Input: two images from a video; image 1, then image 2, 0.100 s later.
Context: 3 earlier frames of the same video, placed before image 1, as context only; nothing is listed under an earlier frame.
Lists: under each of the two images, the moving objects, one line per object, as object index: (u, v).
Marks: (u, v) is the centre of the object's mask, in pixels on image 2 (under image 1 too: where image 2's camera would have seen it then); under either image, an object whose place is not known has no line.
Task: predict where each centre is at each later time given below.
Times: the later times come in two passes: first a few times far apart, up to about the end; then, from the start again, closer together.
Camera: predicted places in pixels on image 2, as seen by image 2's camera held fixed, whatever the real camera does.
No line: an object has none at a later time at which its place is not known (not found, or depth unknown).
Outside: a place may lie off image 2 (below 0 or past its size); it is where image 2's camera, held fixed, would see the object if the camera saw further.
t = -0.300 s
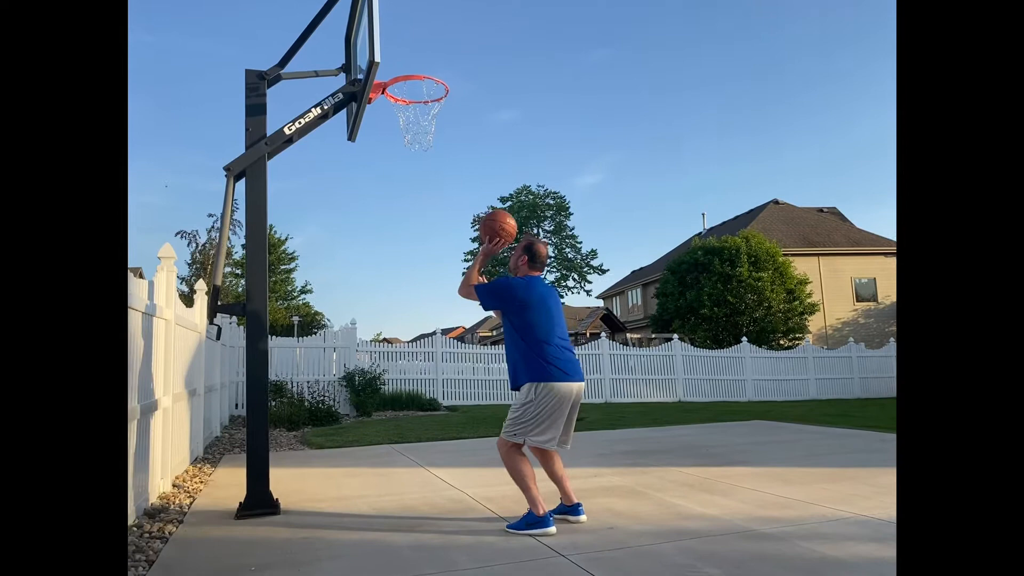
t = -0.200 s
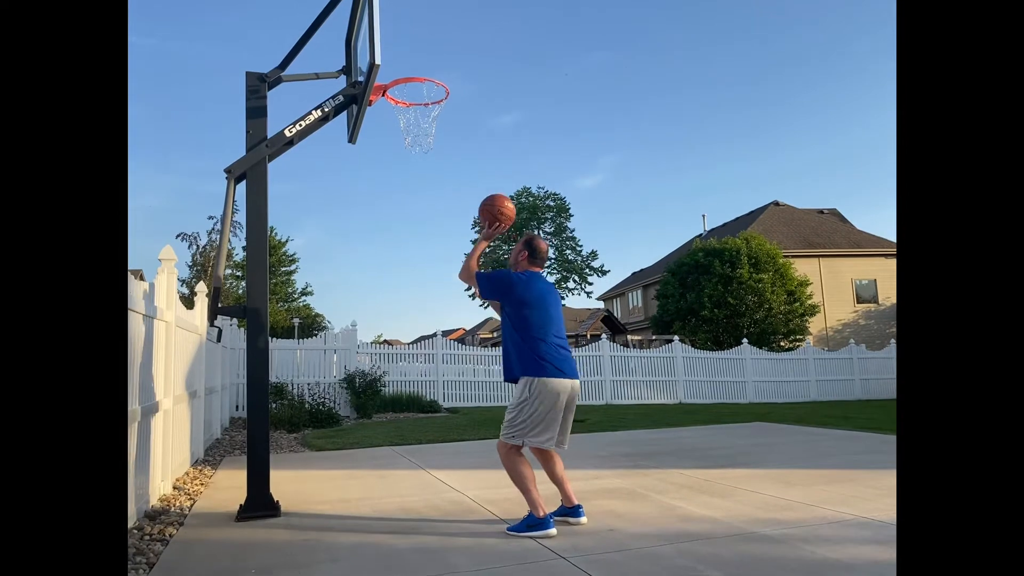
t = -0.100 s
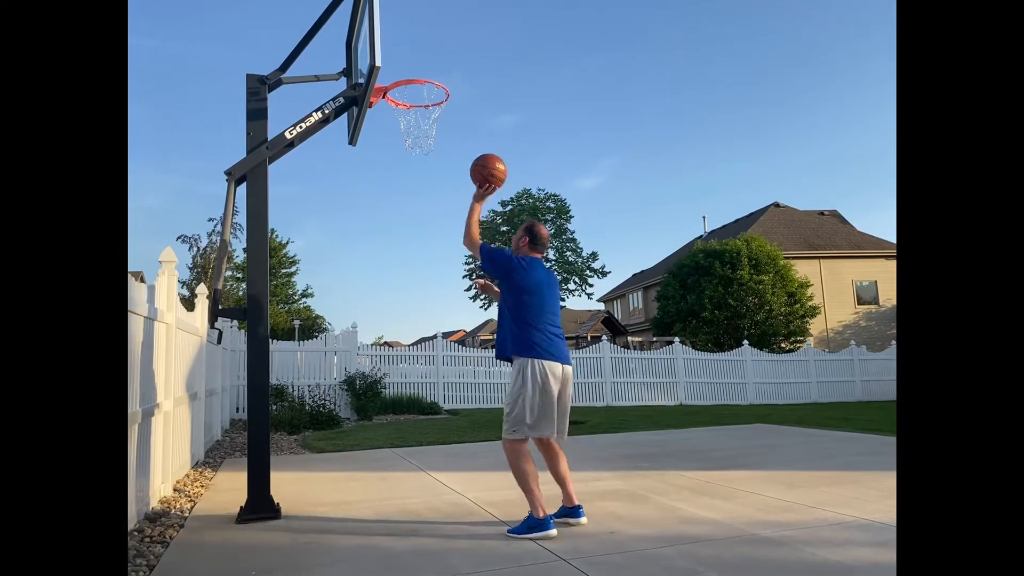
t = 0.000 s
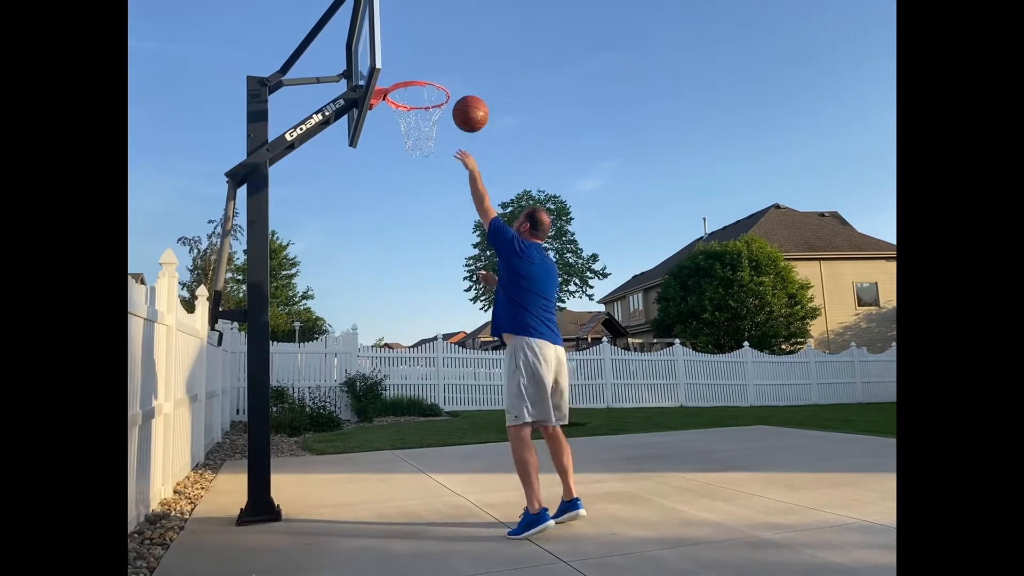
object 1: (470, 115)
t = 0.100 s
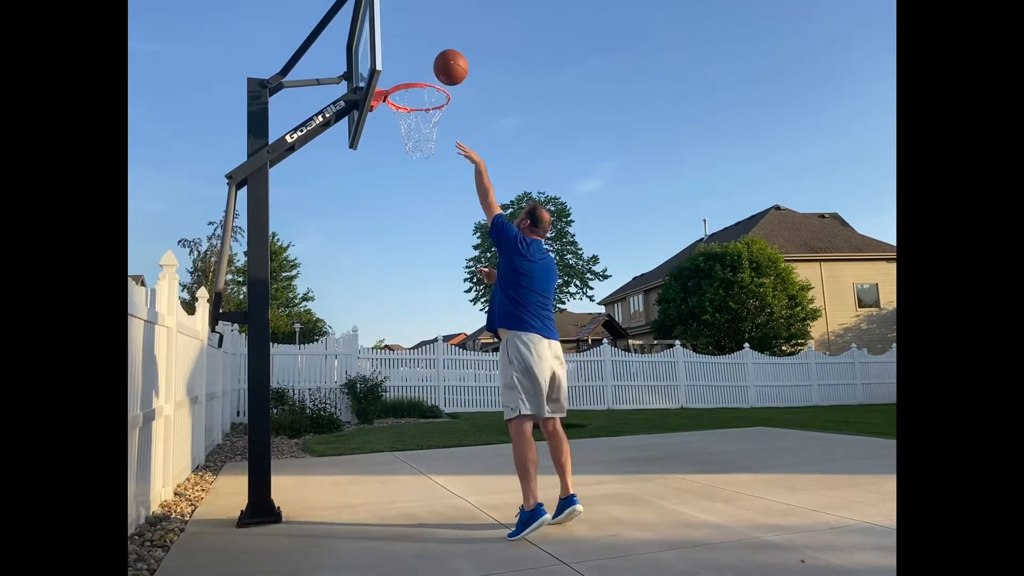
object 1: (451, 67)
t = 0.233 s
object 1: (427, 29)
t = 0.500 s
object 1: (391, 27)
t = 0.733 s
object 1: (390, 77)
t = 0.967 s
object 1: (399, 72)
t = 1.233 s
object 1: (409, 119)
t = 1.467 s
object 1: (419, 219)
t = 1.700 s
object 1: (432, 381)
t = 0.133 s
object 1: (444, 55)
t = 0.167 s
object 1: (438, 45)
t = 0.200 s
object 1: (433, 36)
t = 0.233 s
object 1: (427, 29)
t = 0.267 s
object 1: (422, 24)
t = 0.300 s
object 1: (417, 20)
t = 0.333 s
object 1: (411, 18)
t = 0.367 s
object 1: (406, 17)
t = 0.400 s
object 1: (402, 18)
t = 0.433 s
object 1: (397, 20)
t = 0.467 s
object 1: (393, 23)
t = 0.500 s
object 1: (391, 27)
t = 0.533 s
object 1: (389, 33)
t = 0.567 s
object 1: (387, 40)
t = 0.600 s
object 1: (387, 46)
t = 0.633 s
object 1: (388, 53)
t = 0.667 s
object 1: (390, 61)
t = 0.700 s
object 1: (390, 70)
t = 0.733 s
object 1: (390, 77)
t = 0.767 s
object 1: (396, 90)
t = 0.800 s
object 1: (394, 85)
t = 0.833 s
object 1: (393, 78)
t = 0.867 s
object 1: (395, 76)
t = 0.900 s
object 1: (397, 74)
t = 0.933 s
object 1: (398, 72)
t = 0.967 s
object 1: (399, 72)
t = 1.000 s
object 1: (400, 73)
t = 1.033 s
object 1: (401, 75)
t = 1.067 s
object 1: (402, 80)
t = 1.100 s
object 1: (404, 83)
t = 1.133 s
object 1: (405, 93)
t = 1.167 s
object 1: (407, 98)
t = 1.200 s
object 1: (408, 107)
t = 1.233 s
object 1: (409, 119)
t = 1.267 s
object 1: (410, 128)
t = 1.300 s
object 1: (411, 141)
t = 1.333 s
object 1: (413, 154)
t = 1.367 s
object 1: (415, 169)
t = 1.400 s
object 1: (416, 184)
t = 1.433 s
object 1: (418, 201)
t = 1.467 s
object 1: (419, 219)
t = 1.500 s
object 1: (421, 239)
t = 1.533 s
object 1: (423, 259)
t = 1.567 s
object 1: (424, 281)
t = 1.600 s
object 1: (425, 304)
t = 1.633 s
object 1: (428, 328)
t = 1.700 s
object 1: (432, 381)
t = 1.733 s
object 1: (434, 411)
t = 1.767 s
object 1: (436, 441)
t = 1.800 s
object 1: (438, 473)
